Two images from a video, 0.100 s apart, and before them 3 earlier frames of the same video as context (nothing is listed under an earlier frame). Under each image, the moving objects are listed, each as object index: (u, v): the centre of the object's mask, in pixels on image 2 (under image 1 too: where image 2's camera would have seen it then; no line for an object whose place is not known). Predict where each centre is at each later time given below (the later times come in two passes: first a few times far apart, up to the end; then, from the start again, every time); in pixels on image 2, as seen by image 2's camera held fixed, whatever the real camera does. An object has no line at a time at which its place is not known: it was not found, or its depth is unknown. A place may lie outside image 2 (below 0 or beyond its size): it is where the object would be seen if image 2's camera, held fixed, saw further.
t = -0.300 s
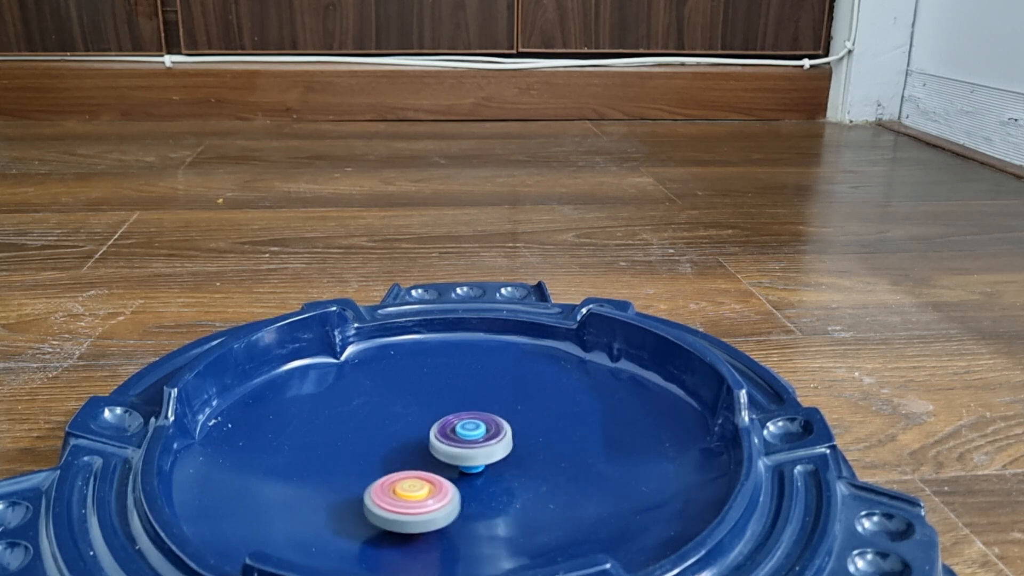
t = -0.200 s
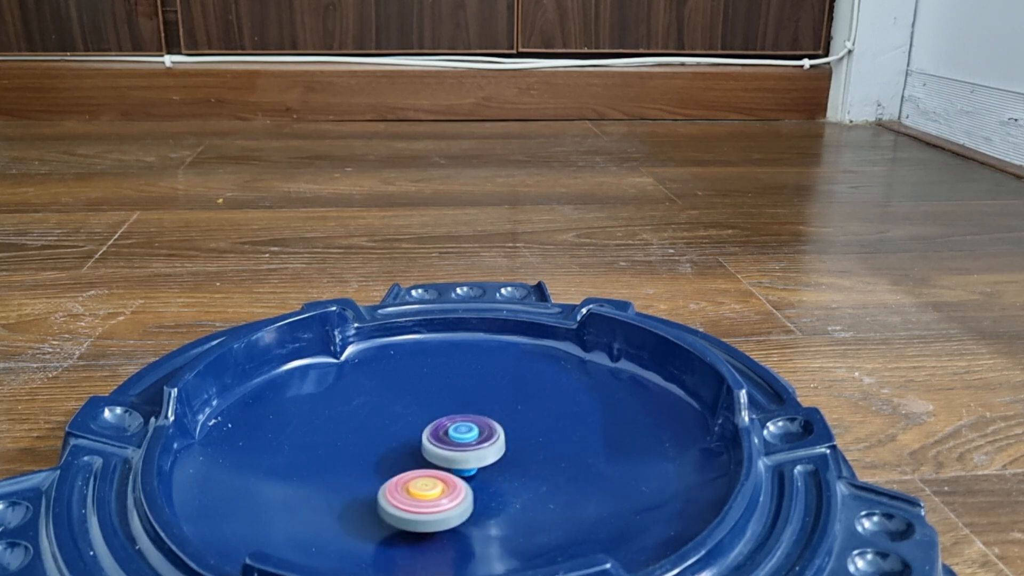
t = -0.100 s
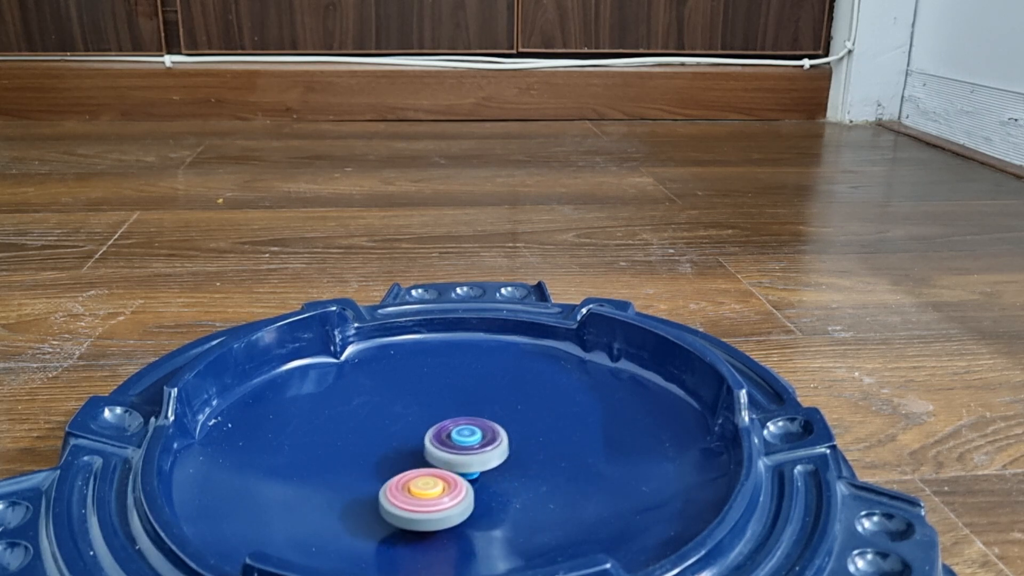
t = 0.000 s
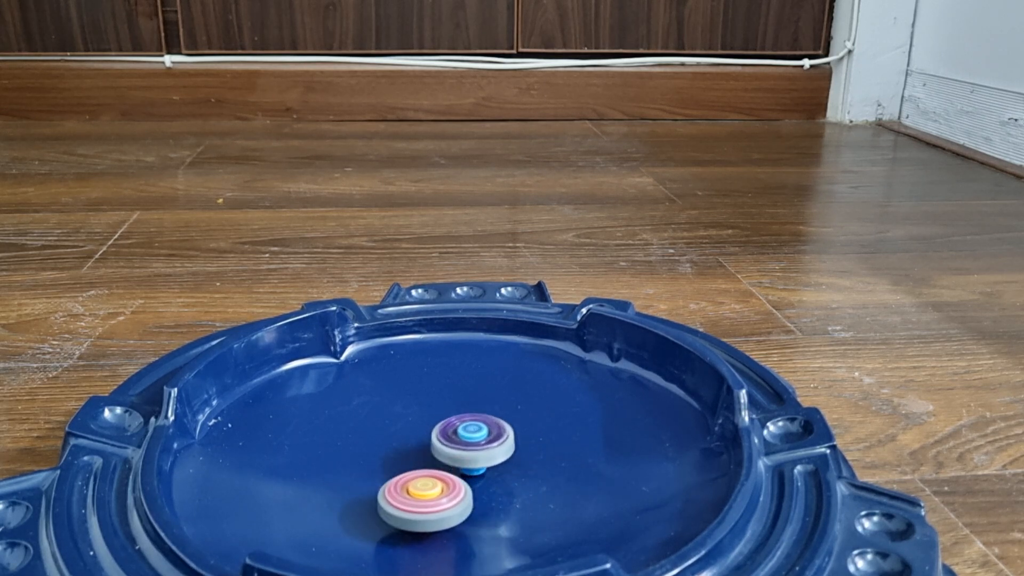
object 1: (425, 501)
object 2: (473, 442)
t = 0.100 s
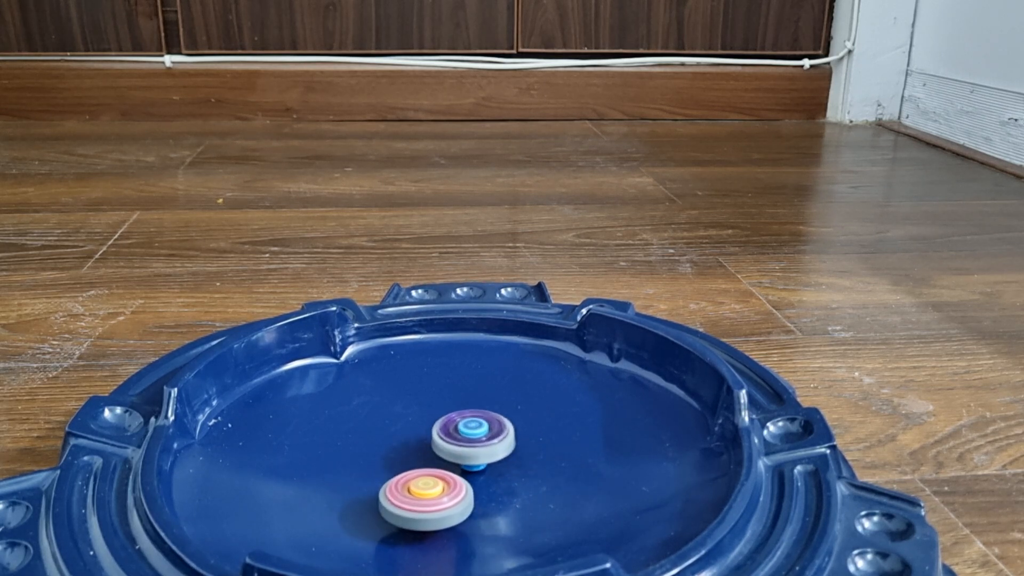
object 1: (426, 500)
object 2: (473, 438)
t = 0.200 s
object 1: (425, 497)
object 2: (464, 437)
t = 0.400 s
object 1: (414, 493)
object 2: (460, 443)
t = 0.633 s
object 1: (409, 496)
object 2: (478, 452)
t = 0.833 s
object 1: (414, 498)
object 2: (499, 453)
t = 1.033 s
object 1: (424, 499)
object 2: (499, 437)
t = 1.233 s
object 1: (427, 489)
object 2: (469, 439)
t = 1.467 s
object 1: (407, 492)
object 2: (479, 447)
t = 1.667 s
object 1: (414, 498)
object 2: (490, 457)
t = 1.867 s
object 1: (424, 494)
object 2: (514, 464)
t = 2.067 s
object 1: (411, 493)
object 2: (511, 446)
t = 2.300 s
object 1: (417, 496)
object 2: (484, 455)
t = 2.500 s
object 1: (420, 500)
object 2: (501, 465)
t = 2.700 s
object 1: (408, 502)
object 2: (528, 458)
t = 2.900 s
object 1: (420, 503)
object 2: (505, 436)
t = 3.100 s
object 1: (423, 492)
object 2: (472, 445)
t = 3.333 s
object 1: (401, 496)
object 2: (478, 451)
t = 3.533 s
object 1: (411, 498)
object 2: (481, 459)
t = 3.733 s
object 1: (416, 496)
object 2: (508, 459)
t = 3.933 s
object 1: (415, 490)
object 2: (508, 447)
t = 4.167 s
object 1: (409, 484)
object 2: (497, 447)
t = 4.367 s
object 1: (400, 486)
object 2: (498, 444)
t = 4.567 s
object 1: (402, 493)
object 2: (499, 454)
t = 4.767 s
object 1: (419, 493)
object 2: (515, 462)
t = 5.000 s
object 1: (426, 486)
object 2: (511, 456)
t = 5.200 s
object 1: (424, 487)
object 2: (504, 458)
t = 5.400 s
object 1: (418, 492)
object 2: (504, 467)
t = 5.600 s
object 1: (407, 500)
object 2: (523, 459)
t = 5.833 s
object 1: (427, 501)
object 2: (498, 453)
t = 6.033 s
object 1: (421, 496)
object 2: (500, 460)
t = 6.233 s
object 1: (413, 496)
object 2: (498, 469)
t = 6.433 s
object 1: (412, 495)
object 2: (511, 470)
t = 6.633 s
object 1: (412, 493)
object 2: (498, 467)
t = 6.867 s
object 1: (405, 497)
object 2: (513, 467)
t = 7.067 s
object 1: (417, 495)
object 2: (507, 460)
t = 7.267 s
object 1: (414, 491)
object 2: (504, 464)
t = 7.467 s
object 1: (408, 488)
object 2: (512, 461)
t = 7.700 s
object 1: (409, 488)
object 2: (502, 459)
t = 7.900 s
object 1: (408, 488)
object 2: (503, 466)
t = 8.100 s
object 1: (404, 491)
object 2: (515, 463)
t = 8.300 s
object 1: (414, 495)
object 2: (505, 458)
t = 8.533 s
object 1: (418, 497)
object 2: (503, 467)
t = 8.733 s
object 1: (423, 496)
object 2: (511, 466)
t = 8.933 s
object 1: (421, 494)
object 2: (505, 465)
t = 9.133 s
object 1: (412, 495)
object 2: (503, 469)
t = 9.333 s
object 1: (414, 496)
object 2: (507, 471)
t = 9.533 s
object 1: (411, 494)
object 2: (507, 468)
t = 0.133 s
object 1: (426, 499)
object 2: (470, 438)
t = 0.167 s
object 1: (426, 498)
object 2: (467, 437)
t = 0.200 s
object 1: (425, 497)
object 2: (464, 437)
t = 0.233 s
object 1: (424, 496)
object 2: (461, 438)
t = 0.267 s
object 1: (422, 495)
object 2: (459, 438)
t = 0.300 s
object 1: (421, 494)
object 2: (457, 439)
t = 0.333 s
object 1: (419, 493)
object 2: (457, 441)
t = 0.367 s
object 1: (417, 493)
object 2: (458, 442)
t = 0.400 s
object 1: (414, 493)
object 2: (460, 443)
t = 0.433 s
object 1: (411, 493)
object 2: (462, 445)
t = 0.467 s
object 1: (409, 493)
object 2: (465, 448)
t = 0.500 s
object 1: (407, 493)
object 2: (467, 449)
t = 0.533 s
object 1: (406, 493)
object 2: (470, 450)
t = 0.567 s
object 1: (406, 494)
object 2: (473, 451)
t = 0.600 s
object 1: (407, 495)
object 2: (476, 451)
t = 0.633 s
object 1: (409, 496)
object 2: (478, 452)
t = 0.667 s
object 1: (411, 497)
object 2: (479, 452)
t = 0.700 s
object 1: (414, 497)
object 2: (480, 453)
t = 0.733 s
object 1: (417, 496)
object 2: (482, 454)
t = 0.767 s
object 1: (418, 496)
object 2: (486, 455)
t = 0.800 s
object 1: (415, 497)
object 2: (493, 454)
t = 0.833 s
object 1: (414, 498)
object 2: (499, 453)
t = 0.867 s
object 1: (414, 499)
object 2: (504, 452)
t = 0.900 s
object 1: (415, 500)
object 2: (507, 449)
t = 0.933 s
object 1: (417, 500)
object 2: (508, 447)
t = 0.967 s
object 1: (419, 500)
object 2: (507, 443)
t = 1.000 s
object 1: (422, 500)
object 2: (504, 440)
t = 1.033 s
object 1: (424, 499)
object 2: (499, 437)
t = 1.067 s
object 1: (426, 498)
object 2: (493, 435)
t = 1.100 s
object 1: (427, 497)
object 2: (487, 434)
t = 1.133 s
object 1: (427, 495)
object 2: (480, 434)
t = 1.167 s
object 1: (428, 493)
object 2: (474, 435)
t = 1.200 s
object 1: (428, 491)
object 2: (471, 437)
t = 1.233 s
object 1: (427, 489)
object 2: (469, 439)
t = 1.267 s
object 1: (425, 488)
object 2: (469, 440)
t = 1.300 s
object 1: (421, 489)
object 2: (470, 442)
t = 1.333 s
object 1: (418, 490)
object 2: (472, 443)
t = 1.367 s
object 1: (416, 490)
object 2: (474, 444)
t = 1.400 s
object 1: (413, 491)
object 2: (475, 445)
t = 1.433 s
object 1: (410, 492)
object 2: (477, 446)
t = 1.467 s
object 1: (407, 492)
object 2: (479, 447)
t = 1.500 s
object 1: (406, 493)
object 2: (481, 448)
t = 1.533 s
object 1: (405, 494)
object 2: (484, 449)
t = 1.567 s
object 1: (406, 495)
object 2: (485, 451)
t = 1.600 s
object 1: (407, 496)
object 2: (486, 453)
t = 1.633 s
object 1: (410, 498)
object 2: (488, 455)
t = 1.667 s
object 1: (414, 498)
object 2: (490, 457)
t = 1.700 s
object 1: (417, 499)
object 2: (495, 459)
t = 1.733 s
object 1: (421, 498)
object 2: (499, 460)
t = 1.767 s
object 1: (424, 497)
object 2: (502, 462)
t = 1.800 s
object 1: (426, 496)
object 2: (505, 464)
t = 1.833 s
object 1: (425, 495)
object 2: (509, 465)
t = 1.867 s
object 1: (424, 494)
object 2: (514, 464)
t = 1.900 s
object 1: (421, 493)
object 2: (518, 461)
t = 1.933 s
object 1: (419, 493)
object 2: (521, 458)
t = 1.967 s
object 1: (417, 493)
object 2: (521, 455)
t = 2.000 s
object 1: (414, 493)
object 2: (520, 452)
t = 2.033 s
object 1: (412, 493)
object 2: (516, 448)
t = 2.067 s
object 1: (411, 493)
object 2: (511, 446)
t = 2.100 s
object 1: (410, 494)
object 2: (505, 445)
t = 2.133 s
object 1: (410, 494)
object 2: (499, 444)
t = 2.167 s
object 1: (412, 495)
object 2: (494, 446)
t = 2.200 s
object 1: (413, 496)
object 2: (490, 447)
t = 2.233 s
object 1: (415, 496)
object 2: (487, 450)
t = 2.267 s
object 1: (416, 496)
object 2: (485, 453)
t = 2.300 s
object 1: (417, 496)
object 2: (484, 455)
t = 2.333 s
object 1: (415, 497)
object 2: (487, 457)
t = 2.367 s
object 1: (415, 498)
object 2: (490, 458)
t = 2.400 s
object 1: (416, 499)
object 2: (494, 460)
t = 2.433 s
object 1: (417, 499)
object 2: (498, 461)
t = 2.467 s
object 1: (418, 500)
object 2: (500, 463)
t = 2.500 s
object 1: (420, 500)
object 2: (501, 465)
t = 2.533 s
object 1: (422, 500)
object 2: (502, 467)
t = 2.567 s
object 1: (423, 499)
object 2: (503, 468)
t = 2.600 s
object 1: (418, 499)
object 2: (511, 467)
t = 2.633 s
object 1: (412, 500)
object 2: (518, 465)
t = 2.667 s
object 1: (409, 501)
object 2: (524, 462)
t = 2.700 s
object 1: (408, 502)
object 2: (528, 458)
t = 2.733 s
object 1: (408, 502)
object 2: (530, 453)
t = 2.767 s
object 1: (409, 503)
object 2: (529, 448)
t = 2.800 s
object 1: (411, 504)
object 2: (526, 444)
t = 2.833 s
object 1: (414, 504)
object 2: (520, 440)
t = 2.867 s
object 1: (417, 504)
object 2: (513, 438)
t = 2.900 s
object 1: (420, 503)
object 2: (505, 436)
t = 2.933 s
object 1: (422, 502)
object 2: (496, 435)
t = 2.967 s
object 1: (424, 500)
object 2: (488, 436)
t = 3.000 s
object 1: (424, 497)
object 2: (481, 437)
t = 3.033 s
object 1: (425, 495)
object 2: (476, 440)
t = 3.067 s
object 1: (424, 493)
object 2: (473, 443)
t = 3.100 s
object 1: (423, 492)
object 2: (472, 445)
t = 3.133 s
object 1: (417, 493)
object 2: (473, 445)
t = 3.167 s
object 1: (412, 494)
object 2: (473, 446)
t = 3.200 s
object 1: (408, 494)
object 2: (475, 448)
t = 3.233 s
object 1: (404, 494)
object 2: (476, 449)
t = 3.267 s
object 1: (402, 494)
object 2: (477, 450)
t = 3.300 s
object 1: (401, 495)
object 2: (477, 450)
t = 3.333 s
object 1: (401, 496)
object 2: (478, 451)
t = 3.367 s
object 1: (401, 496)
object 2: (478, 452)
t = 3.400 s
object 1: (403, 497)
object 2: (478, 453)
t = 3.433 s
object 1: (404, 498)
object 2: (478, 455)
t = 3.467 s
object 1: (406, 498)
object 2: (478, 456)
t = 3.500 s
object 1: (409, 498)
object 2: (479, 458)
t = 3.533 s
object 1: (411, 498)
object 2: (481, 459)
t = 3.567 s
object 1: (411, 498)
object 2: (485, 460)
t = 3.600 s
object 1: (412, 498)
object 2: (489, 459)
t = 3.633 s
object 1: (413, 498)
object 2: (494, 459)
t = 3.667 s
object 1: (414, 497)
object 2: (499, 459)
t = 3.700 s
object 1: (415, 496)
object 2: (504, 460)
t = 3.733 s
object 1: (416, 496)
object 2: (508, 459)
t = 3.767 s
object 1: (416, 494)
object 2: (511, 458)
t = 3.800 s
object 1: (416, 493)
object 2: (513, 457)
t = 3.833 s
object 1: (415, 492)
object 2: (514, 454)
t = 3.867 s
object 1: (415, 491)
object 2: (513, 451)
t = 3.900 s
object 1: (415, 491)
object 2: (511, 449)
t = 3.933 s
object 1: (415, 490)
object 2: (508, 447)
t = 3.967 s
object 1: (415, 489)
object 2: (503, 445)
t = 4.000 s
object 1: (416, 487)
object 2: (499, 445)
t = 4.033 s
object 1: (416, 486)
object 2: (495, 445)
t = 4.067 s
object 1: (417, 485)
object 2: (491, 446)
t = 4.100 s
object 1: (419, 483)
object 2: (489, 448)
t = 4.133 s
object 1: (414, 484)
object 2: (494, 448)
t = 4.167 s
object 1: (409, 484)
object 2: (497, 447)
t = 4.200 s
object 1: (407, 484)
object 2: (499, 447)
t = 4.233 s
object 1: (405, 484)
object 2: (500, 446)
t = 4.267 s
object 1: (404, 484)
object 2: (500, 445)
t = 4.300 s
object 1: (403, 485)
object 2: (500, 444)
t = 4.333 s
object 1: (401, 485)
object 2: (499, 444)
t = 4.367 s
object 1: (400, 486)
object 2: (498, 444)
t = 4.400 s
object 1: (400, 487)
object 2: (497, 445)
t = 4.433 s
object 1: (399, 488)
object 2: (496, 446)
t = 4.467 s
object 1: (399, 490)
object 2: (495, 448)
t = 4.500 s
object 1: (399, 491)
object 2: (496, 450)
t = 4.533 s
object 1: (400, 492)
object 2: (497, 452)
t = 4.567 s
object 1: (402, 493)
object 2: (499, 454)
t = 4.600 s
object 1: (405, 495)
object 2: (502, 456)
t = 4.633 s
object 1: (409, 495)
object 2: (505, 458)
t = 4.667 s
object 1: (412, 495)
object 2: (507, 460)
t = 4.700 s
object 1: (415, 495)
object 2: (510, 462)
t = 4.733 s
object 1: (417, 494)
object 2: (513, 463)
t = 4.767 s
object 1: (419, 493)
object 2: (515, 462)
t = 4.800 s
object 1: (421, 493)
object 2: (517, 462)
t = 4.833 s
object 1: (423, 492)
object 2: (518, 460)
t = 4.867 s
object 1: (425, 490)
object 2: (517, 459)
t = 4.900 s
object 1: (428, 489)
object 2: (514, 458)
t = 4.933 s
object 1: (430, 488)
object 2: (511, 458)
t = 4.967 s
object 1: (429, 487)
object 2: (511, 457)
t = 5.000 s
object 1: (426, 486)
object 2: (511, 456)
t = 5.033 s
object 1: (425, 485)
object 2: (511, 456)
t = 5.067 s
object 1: (424, 485)
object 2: (510, 455)
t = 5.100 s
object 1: (423, 486)
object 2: (508, 455)
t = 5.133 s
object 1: (423, 486)
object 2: (506, 455)
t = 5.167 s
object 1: (423, 487)
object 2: (505, 456)
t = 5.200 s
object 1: (424, 487)
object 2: (504, 458)
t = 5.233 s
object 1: (424, 488)
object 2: (504, 459)
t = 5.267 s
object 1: (422, 489)
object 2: (504, 460)
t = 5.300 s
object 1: (421, 490)
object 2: (504, 462)
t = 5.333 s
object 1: (420, 490)
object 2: (504, 464)
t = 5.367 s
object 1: (419, 491)
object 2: (504, 465)
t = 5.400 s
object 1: (418, 492)
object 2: (504, 467)
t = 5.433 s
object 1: (414, 493)
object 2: (508, 467)
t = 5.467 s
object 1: (410, 495)
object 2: (512, 467)
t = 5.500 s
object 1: (408, 496)
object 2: (516, 466)
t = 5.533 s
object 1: (406, 497)
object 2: (520, 464)
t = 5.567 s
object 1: (406, 498)
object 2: (522, 462)
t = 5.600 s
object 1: (407, 500)
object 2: (523, 459)
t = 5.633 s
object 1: (409, 501)
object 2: (522, 456)
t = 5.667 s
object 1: (411, 502)
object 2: (520, 454)
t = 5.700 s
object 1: (415, 502)
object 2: (516, 452)
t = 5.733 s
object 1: (418, 503)
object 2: (511, 451)
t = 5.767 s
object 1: (422, 502)
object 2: (506, 451)
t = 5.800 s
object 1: (425, 502)
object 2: (502, 452)
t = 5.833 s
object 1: (427, 501)
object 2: (498, 453)
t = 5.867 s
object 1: (429, 499)
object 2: (495, 455)
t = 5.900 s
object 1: (430, 498)
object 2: (494, 457)
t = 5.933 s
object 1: (426, 498)
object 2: (496, 458)
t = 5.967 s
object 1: (423, 497)
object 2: (498, 459)
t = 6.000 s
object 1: (422, 497)
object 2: (499, 459)
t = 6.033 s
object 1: (421, 496)
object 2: (500, 460)
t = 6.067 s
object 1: (419, 496)
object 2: (501, 462)
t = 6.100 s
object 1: (418, 496)
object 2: (500, 463)
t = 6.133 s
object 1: (416, 496)
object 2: (500, 465)
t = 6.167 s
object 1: (415, 496)
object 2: (499, 466)
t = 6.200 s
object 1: (414, 496)
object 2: (498, 468)
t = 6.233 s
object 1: (413, 496)
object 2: (498, 469)
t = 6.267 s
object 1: (413, 496)
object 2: (499, 471)
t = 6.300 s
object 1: (412, 496)
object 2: (502, 472)
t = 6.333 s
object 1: (412, 495)
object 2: (505, 472)
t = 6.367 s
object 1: (412, 495)
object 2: (507, 472)
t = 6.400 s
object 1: (412, 495)
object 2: (509, 471)
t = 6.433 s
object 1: (412, 495)
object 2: (511, 470)
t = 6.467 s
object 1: (412, 495)
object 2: (511, 468)
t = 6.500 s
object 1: (412, 494)
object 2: (510, 466)
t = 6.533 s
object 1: (412, 494)
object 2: (508, 466)
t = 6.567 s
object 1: (412, 494)
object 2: (505, 466)
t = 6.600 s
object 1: (412, 493)
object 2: (501, 466)
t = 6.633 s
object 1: (412, 493)
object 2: (498, 467)
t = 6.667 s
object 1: (408, 493)
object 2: (498, 468)
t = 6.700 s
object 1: (405, 494)
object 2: (500, 469)
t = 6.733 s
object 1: (403, 494)
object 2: (503, 470)
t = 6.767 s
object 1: (402, 495)
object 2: (506, 470)
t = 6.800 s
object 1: (402, 495)
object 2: (509, 469)
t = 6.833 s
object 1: (403, 496)
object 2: (511, 468)
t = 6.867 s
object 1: (405, 497)
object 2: (513, 467)
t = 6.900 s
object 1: (407, 497)
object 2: (513, 465)
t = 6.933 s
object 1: (409, 498)
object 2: (513, 463)
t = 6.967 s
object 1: (411, 497)
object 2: (513, 462)
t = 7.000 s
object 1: (413, 497)
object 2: (512, 461)
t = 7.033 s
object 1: (415, 496)
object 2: (510, 460)
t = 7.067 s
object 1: (417, 495)
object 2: (507, 460)
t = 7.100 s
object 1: (418, 494)
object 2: (505, 460)
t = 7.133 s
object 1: (419, 493)
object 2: (503, 461)
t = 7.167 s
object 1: (420, 492)
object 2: (501, 462)
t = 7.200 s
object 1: (418, 492)
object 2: (502, 463)
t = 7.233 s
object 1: (415, 491)
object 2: (503, 464)
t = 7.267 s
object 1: (414, 491)
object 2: (504, 464)
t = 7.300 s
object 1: (412, 490)
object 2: (505, 465)
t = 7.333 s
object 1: (411, 490)
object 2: (507, 464)
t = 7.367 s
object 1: (410, 490)
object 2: (508, 464)
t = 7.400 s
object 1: (410, 489)
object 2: (509, 464)
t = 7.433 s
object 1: (409, 489)
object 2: (511, 463)
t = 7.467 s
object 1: (408, 488)
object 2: (512, 461)
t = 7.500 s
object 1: (408, 488)
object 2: (512, 460)
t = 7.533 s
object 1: (407, 488)
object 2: (511, 459)
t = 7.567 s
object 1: (407, 488)
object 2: (509, 458)
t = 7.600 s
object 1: (408, 488)
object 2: (507, 457)
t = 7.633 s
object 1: (408, 488)
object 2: (505, 457)
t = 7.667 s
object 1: (408, 488)
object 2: (504, 458)
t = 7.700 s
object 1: (409, 488)
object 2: (502, 459)
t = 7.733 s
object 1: (410, 488)
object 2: (501, 460)
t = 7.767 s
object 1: (411, 487)
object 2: (500, 461)
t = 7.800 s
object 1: (412, 487)
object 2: (499, 463)
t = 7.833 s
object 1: (411, 487)
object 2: (499, 464)
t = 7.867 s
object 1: (410, 488)
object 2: (501, 465)
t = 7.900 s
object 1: (408, 488)
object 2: (503, 466)
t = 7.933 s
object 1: (407, 488)
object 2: (505, 467)
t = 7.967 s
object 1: (406, 488)
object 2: (507, 467)
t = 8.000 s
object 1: (405, 489)
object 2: (510, 467)
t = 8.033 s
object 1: (404, 489)
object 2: (512, 466)
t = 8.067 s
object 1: (403, 490)
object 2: (513, 465)
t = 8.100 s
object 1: (404, 491)
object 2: (515, 463)
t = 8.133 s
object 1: (405, 492)
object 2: (516, 462)
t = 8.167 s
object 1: (406, 493)
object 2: (515, 460)
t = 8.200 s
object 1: (407, 494)
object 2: (513, 458)
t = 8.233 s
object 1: (409, 494)
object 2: (510, 458)
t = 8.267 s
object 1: (412, 495)
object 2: (507, 457)
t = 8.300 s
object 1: (414, 495)
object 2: (505, 458)
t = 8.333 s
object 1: (416, 495)
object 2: (503, 460)
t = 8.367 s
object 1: (418, 495)
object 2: (501, 461)
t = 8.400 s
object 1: (420, 495)
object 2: (499, 463)
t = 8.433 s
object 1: (419, 495)
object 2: (500, 464)
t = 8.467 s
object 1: (418, 496)
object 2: (501, 465)
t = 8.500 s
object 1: (418, 497)
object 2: (502, 466)
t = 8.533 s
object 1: (418, 497)
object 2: (503, 467)
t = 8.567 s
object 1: (418, 497)
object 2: (504, 468)
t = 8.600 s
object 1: (419, 497)
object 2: (506, 468)
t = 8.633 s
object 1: (420, 497)
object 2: (507, 468)
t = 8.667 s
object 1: (421, 497)
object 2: (509, 468)
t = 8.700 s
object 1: (422, 497)
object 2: (510, 467)
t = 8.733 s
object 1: (423, 496)
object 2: (511, 466)
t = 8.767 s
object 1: (423, 496)
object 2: (510, 465)
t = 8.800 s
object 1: (423, 495)
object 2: (510, 464)
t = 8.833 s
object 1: (423, 494)
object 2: (509, 464)
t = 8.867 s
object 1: (423, 494)
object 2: (507, 464)
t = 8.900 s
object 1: (423, 494)
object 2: (506, 465)
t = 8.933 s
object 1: (421, 494)
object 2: (505, 465)
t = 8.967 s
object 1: (419, 494)
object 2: (505, 465)
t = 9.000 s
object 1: (417, 494)
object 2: (505, 466)
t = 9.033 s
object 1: (415, 494)
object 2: (504, 466)
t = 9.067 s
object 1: (414, 495)
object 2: (504, 467)
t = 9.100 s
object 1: (413, 495)
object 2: (503, 468)
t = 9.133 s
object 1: (412, 495)
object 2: (503, 469)
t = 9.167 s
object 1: (411, 495)
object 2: (503, 470)
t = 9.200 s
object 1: (412, 496)
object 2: (504, 471)
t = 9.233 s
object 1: (412, 496)
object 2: (505, 471)
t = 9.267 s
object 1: (412, 496)
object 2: (506, 471)
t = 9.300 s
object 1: (413, 496)
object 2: (507, 471)
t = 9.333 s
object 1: (414, 496)
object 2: (507, 471)
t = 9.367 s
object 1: (415, 496)
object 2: (507, 471)
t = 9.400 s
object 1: (416, 496)
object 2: (506, 470)
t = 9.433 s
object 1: (417, 495)
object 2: (505, 470)
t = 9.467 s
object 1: (417, 495)
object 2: (503, 470)
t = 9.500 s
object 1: (414, 495)
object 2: (506, 469)
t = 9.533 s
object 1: (411, 494)
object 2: (507, 468)
